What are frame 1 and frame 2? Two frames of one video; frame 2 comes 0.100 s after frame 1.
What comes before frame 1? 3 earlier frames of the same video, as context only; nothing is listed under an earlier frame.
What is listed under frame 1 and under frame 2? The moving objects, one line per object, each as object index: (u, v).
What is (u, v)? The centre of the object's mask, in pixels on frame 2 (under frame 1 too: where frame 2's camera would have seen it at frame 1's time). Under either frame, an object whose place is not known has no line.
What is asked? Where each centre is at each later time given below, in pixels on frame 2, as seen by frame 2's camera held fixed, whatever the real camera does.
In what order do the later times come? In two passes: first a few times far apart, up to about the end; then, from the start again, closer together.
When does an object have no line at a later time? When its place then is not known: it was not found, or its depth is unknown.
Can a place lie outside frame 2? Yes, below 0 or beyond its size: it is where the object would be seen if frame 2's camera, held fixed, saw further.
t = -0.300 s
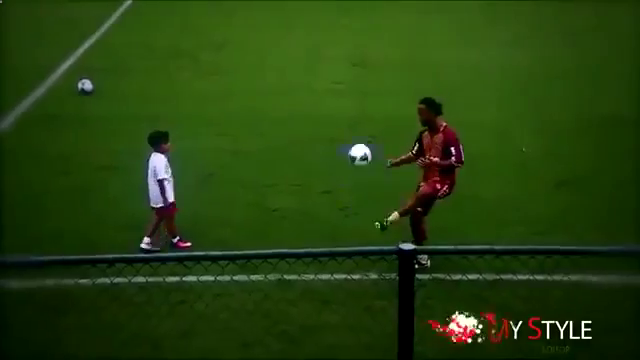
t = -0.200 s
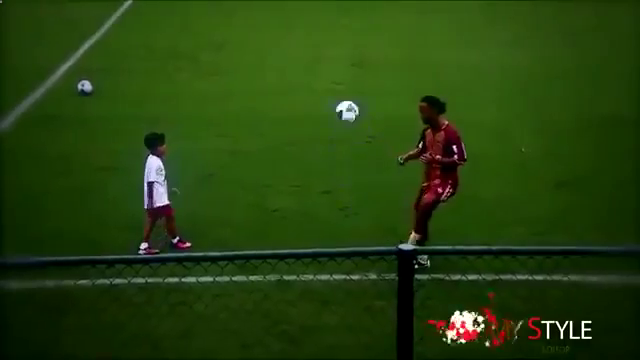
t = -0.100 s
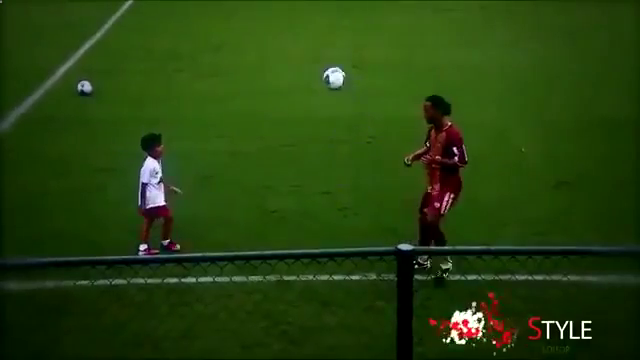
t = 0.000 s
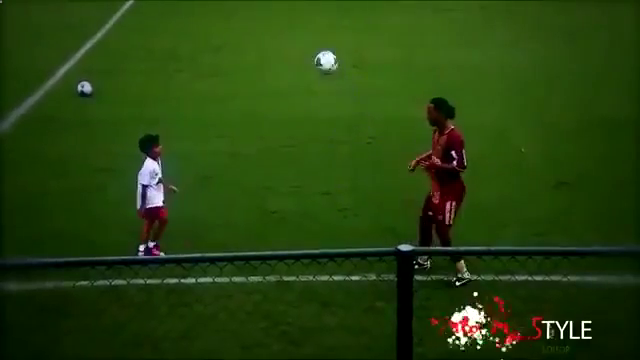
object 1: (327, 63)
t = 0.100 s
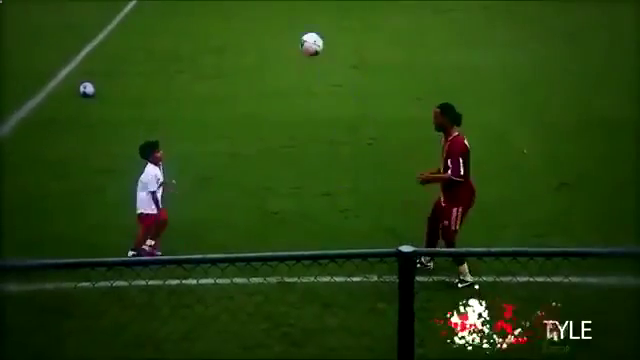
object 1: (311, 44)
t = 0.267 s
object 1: (295, 45)
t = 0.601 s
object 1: (255, 140)
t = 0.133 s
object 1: (308, 42)
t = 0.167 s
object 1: (304, 41)
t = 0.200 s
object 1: (301, 41)
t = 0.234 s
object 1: (298, 42)
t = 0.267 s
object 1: (295, 45)
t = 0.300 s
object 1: (292, 49)
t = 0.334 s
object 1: (289, 53)
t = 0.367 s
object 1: (286, 59)
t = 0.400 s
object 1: (282, 67)
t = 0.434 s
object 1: (278, 75)
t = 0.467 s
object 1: (275, 83)
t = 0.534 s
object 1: (267, 103)
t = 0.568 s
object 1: (259, 127)
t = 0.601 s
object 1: (255, 140)
